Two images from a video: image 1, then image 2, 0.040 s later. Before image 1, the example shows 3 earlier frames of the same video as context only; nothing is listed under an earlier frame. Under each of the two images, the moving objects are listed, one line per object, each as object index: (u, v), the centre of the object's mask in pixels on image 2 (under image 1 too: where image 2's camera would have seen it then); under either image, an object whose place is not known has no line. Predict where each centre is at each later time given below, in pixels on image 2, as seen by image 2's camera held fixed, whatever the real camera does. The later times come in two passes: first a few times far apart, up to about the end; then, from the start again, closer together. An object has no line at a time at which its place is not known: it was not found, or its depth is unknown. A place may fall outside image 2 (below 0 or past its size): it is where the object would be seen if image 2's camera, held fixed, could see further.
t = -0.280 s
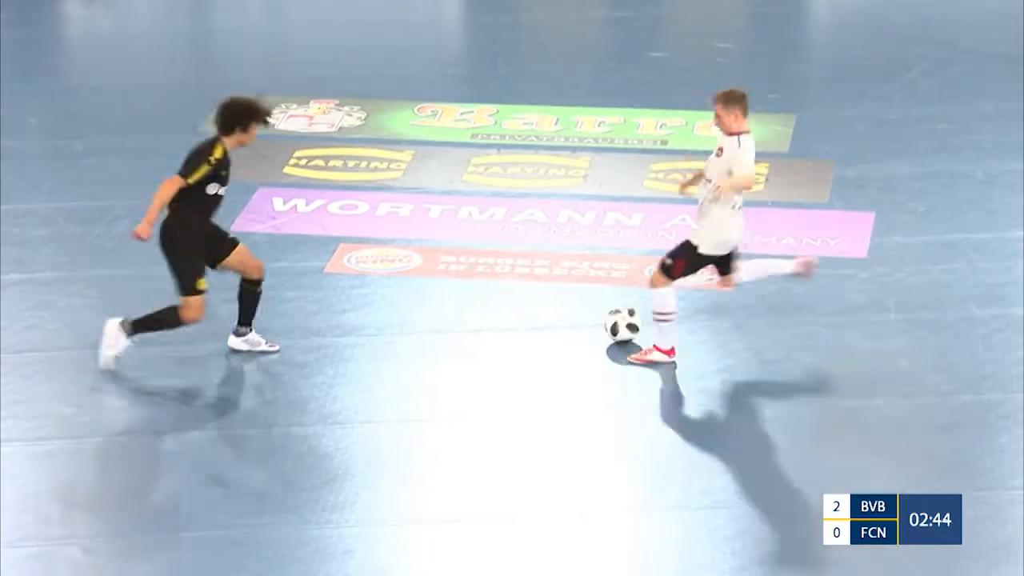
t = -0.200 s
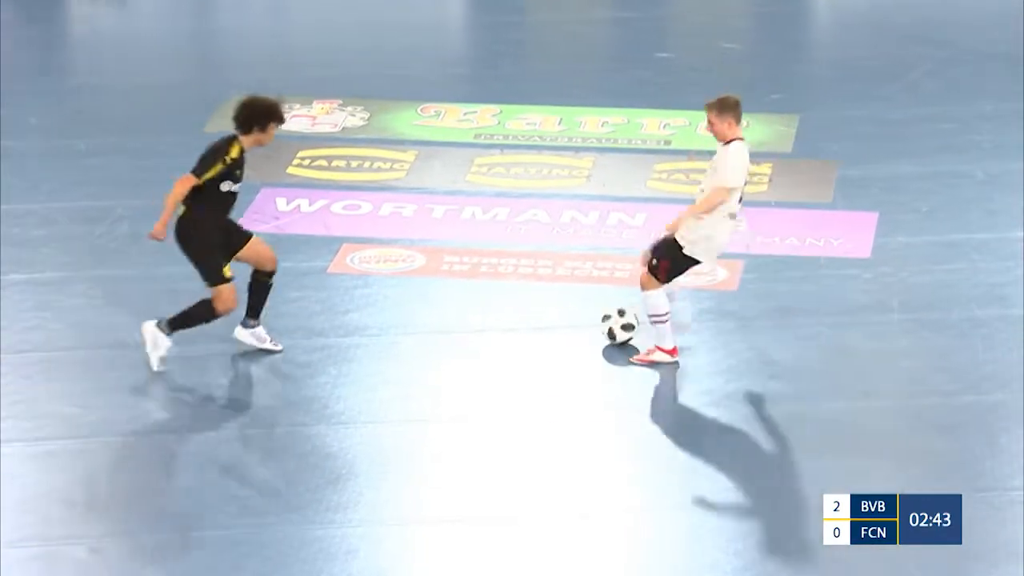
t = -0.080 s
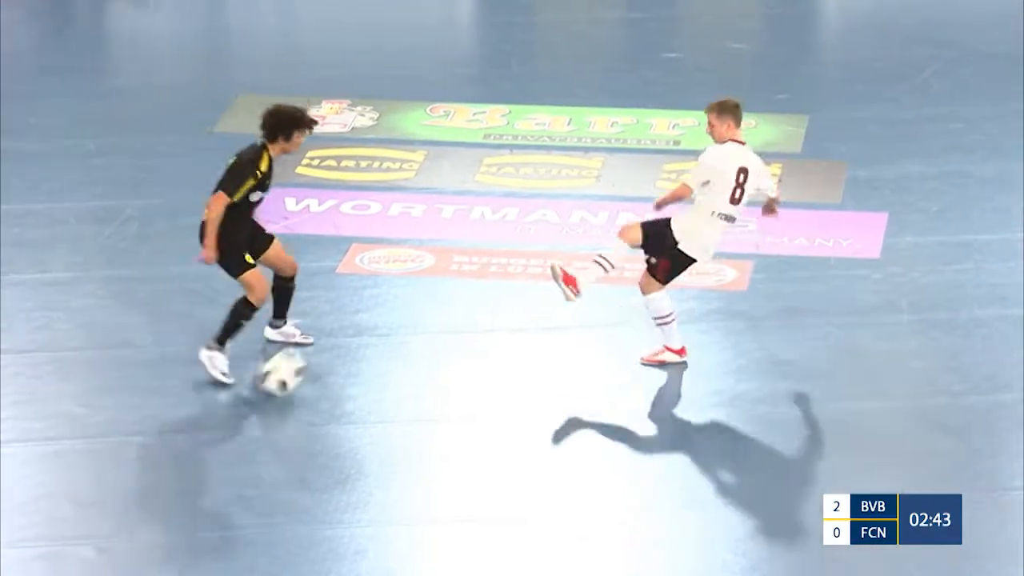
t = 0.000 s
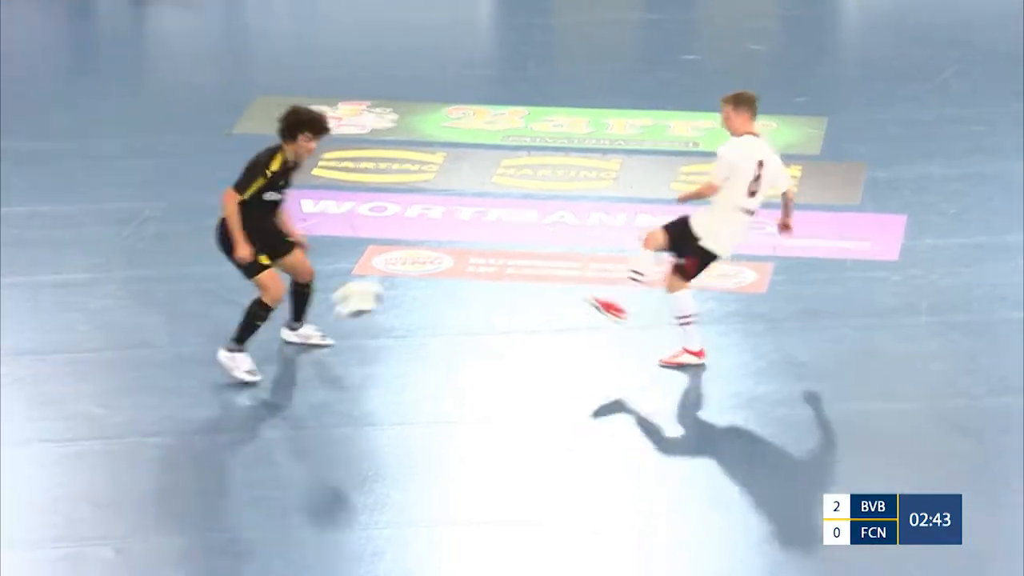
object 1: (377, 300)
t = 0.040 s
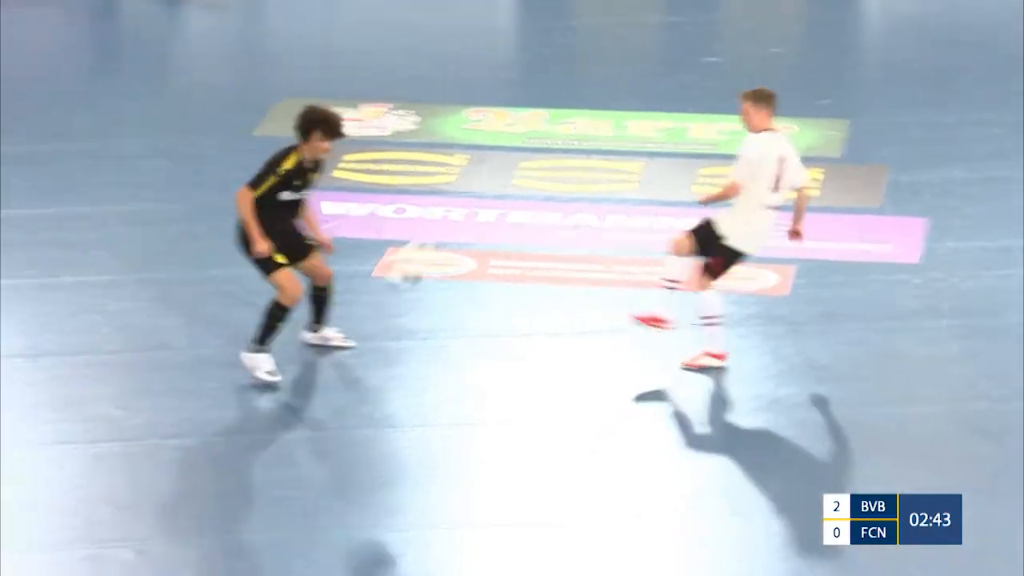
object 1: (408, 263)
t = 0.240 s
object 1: (582, 121)
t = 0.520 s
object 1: (802, 56)
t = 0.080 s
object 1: (441, 229)
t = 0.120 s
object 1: (473, 198)
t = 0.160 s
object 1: (504, 171)
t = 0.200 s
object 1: (535, 156)
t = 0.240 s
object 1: (582, 121)
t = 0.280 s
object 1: (615, 103)
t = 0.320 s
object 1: (650, 88)
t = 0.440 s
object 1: (749, 60)
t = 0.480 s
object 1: (783, 57)
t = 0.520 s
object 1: (802, 56)
